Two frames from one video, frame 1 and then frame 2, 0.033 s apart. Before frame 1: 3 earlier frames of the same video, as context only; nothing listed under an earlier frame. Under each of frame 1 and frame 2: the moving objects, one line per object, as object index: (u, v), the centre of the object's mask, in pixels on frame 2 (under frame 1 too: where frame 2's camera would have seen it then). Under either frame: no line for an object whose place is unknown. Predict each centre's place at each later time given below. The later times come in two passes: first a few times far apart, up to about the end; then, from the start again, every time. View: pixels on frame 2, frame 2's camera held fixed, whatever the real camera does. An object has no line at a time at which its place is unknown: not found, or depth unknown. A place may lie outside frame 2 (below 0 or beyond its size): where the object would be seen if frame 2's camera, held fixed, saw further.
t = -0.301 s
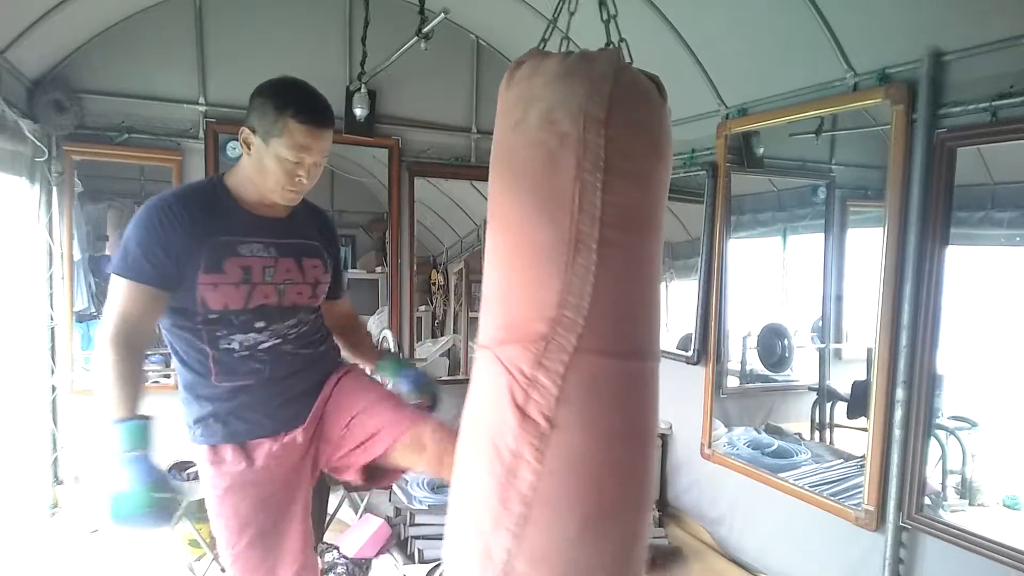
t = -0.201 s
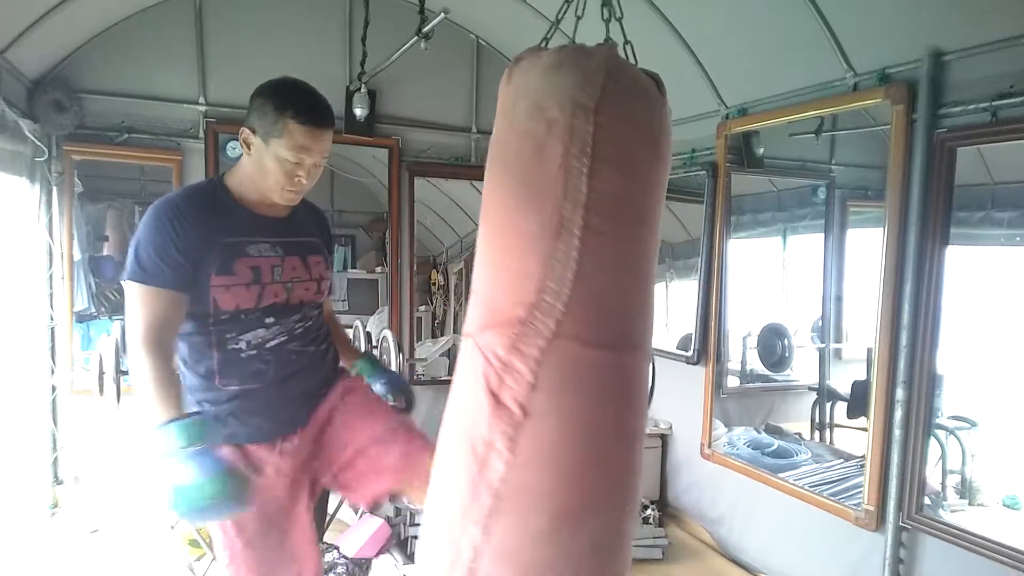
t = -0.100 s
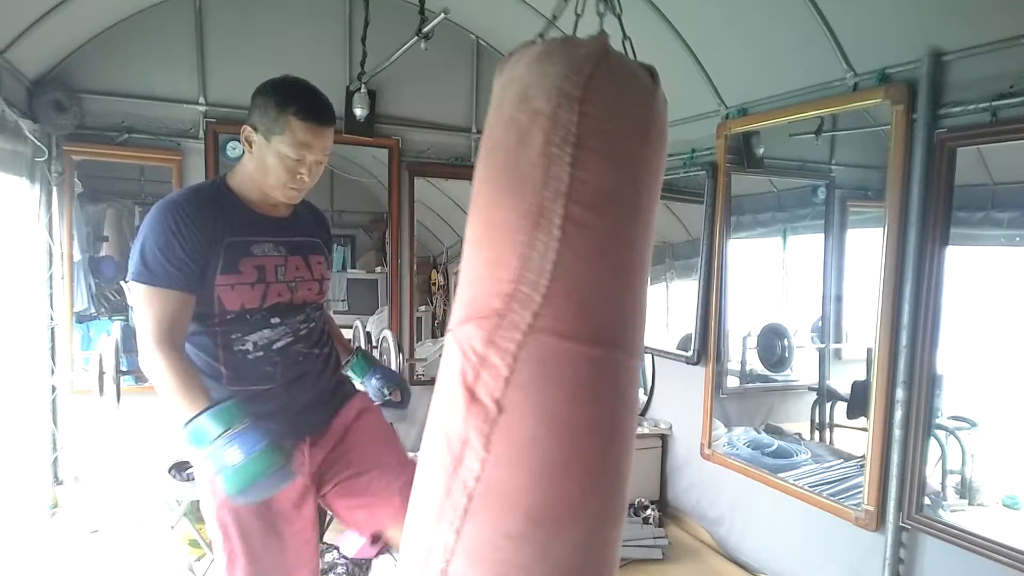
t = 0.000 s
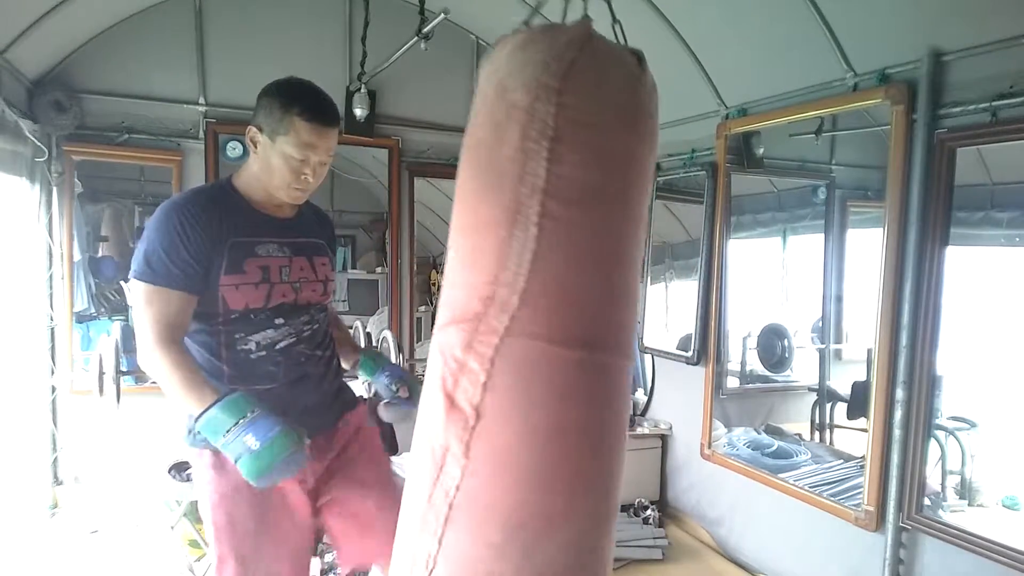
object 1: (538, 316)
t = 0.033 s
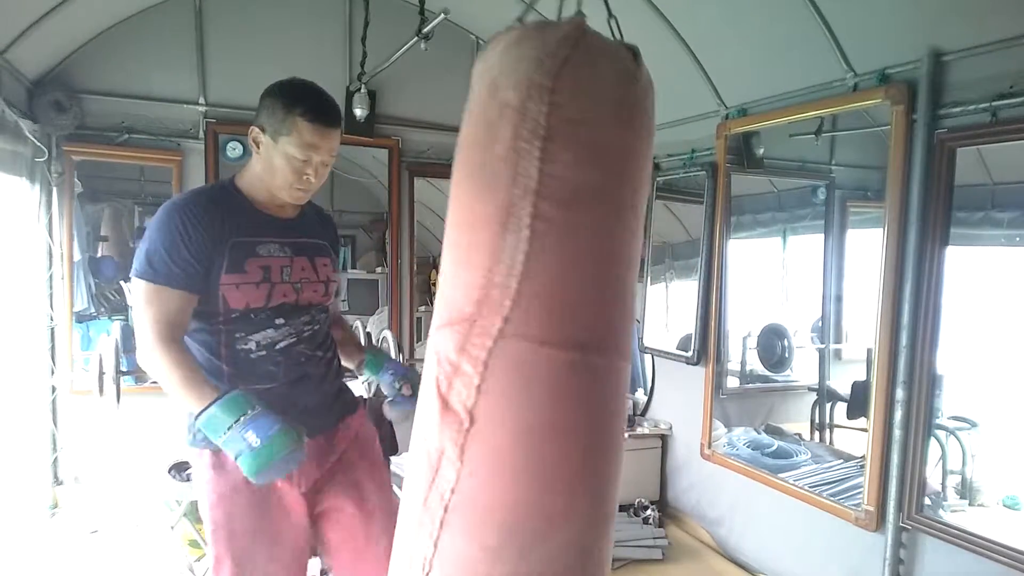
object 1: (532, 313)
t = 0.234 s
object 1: (530, 313)
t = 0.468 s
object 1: (546, 317)
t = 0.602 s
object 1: (560, 318)
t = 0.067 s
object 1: (532, 313)
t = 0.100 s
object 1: (531, 311)
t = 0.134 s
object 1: (529, 310)
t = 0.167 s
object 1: (528, 310)
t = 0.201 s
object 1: (528, 311)
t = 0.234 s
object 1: (530, 313)
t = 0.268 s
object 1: (532, 315)
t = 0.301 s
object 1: (534, 317)
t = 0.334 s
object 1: (534, 318)
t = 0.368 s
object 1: (539, 319)
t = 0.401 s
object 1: (541, 319)
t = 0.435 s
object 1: (544, 320)
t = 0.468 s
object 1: (546, 317)
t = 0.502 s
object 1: (549, 317)
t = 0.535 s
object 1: (552, 317)
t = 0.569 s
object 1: (555, 317)
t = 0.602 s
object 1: (560, 318)
